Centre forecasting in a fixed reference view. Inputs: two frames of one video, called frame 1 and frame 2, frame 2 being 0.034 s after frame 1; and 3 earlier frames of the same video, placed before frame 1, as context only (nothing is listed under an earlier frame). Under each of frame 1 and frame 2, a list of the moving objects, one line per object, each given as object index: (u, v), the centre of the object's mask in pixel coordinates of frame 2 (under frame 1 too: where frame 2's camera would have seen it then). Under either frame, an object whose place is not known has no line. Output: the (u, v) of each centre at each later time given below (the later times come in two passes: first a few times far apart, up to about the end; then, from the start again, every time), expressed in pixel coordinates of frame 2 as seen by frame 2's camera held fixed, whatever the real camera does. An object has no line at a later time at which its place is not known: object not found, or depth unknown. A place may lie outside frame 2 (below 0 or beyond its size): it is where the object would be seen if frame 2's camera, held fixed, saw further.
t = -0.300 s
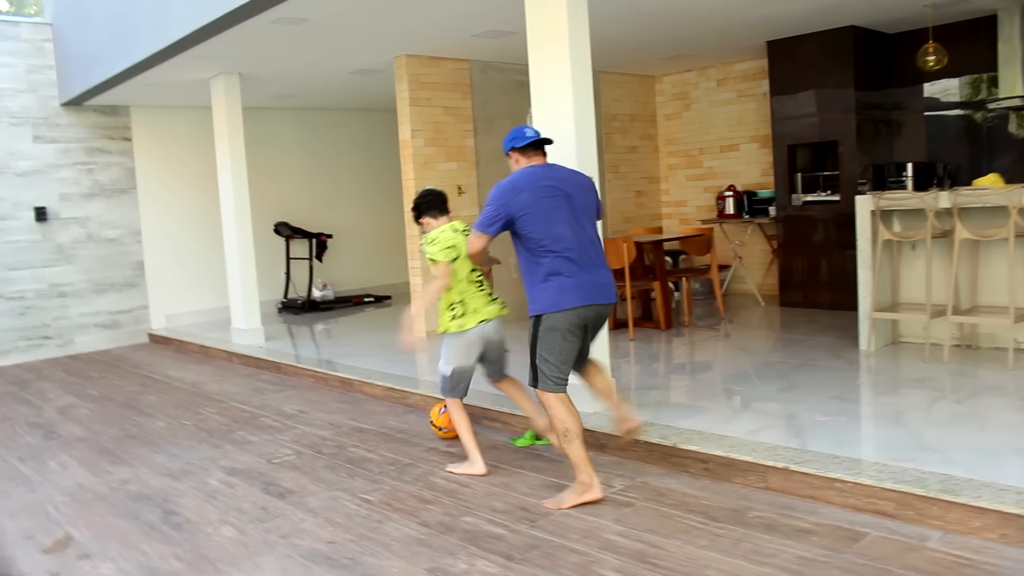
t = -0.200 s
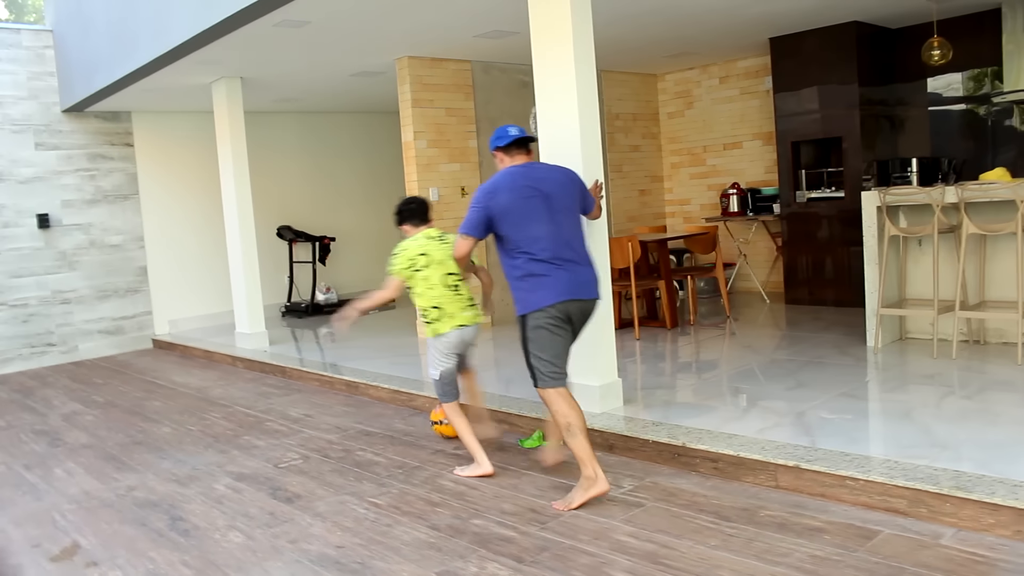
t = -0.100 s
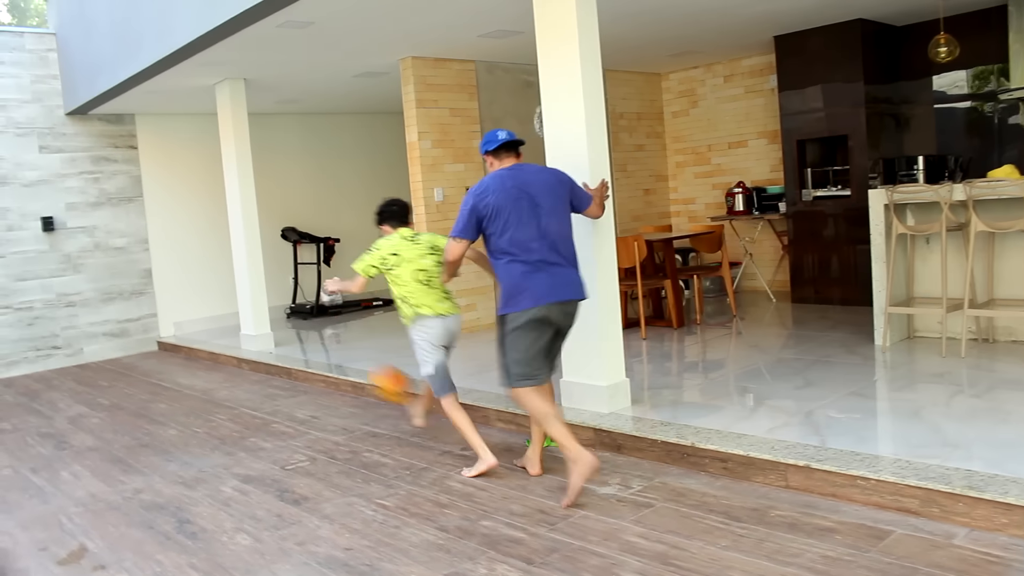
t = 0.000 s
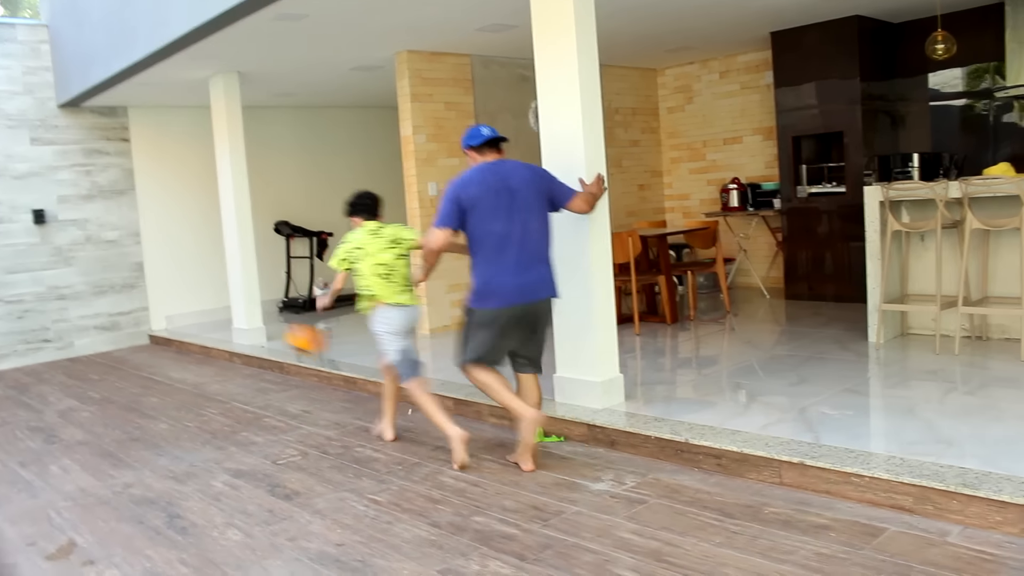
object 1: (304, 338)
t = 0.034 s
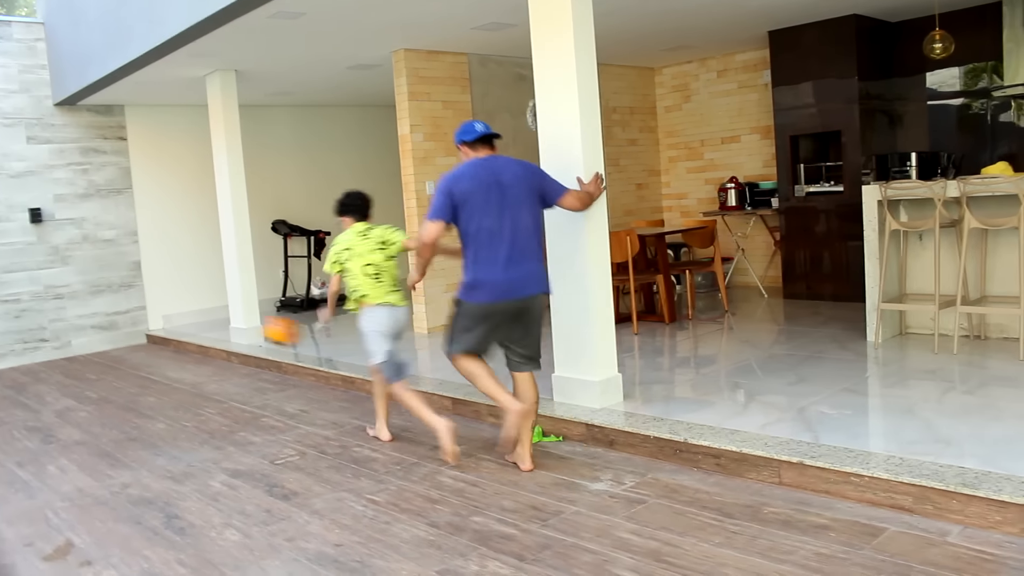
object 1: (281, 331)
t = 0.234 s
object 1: (172, 320)
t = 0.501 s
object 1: (84, 353)
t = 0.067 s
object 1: (261, 325)
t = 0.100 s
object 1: (239, 321)
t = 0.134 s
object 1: (220, 318)
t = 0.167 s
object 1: (203, 318)
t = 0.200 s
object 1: (187, 318)
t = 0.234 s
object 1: (172, 320)
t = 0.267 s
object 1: (158, 323)
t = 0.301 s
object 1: (145, 327)
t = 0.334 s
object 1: (133, 332)
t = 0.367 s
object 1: (122, 338)
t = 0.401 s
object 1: (112, 344)
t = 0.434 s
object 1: (101, 352)
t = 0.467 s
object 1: (92, 359)
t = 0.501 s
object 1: (84, 353)
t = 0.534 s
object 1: (76, 344)
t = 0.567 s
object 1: (70, 337)
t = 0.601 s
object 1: (63, 333)
